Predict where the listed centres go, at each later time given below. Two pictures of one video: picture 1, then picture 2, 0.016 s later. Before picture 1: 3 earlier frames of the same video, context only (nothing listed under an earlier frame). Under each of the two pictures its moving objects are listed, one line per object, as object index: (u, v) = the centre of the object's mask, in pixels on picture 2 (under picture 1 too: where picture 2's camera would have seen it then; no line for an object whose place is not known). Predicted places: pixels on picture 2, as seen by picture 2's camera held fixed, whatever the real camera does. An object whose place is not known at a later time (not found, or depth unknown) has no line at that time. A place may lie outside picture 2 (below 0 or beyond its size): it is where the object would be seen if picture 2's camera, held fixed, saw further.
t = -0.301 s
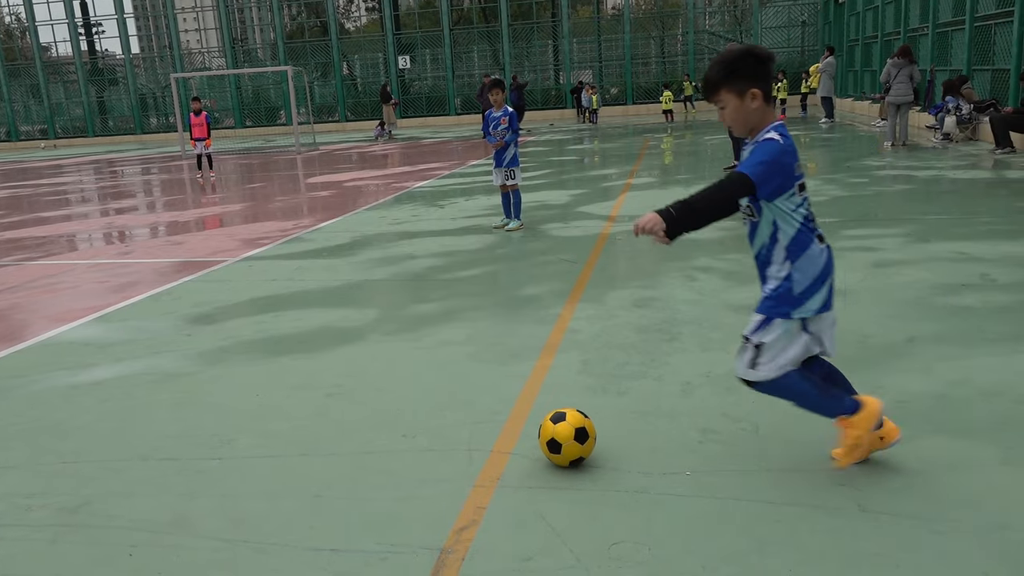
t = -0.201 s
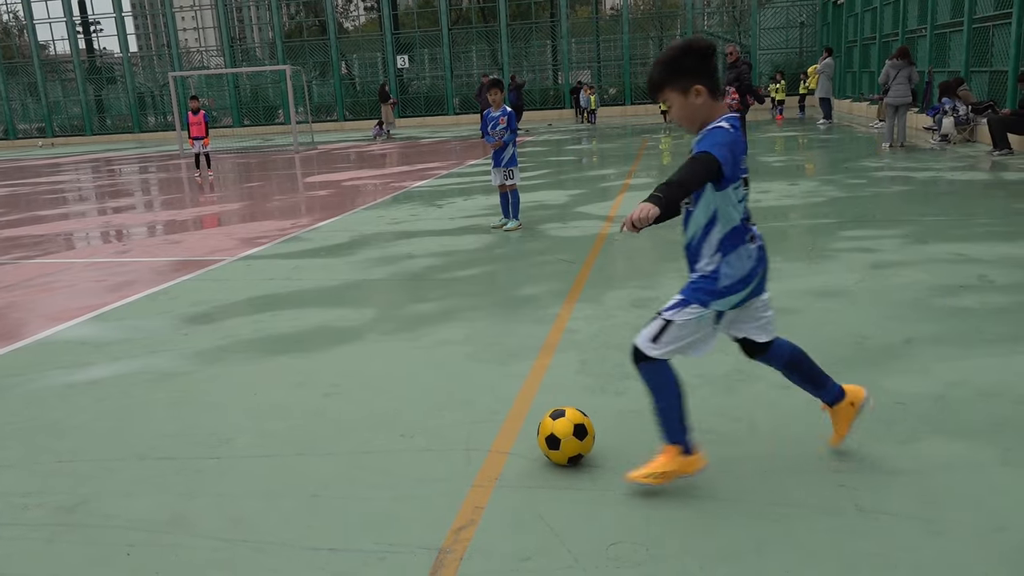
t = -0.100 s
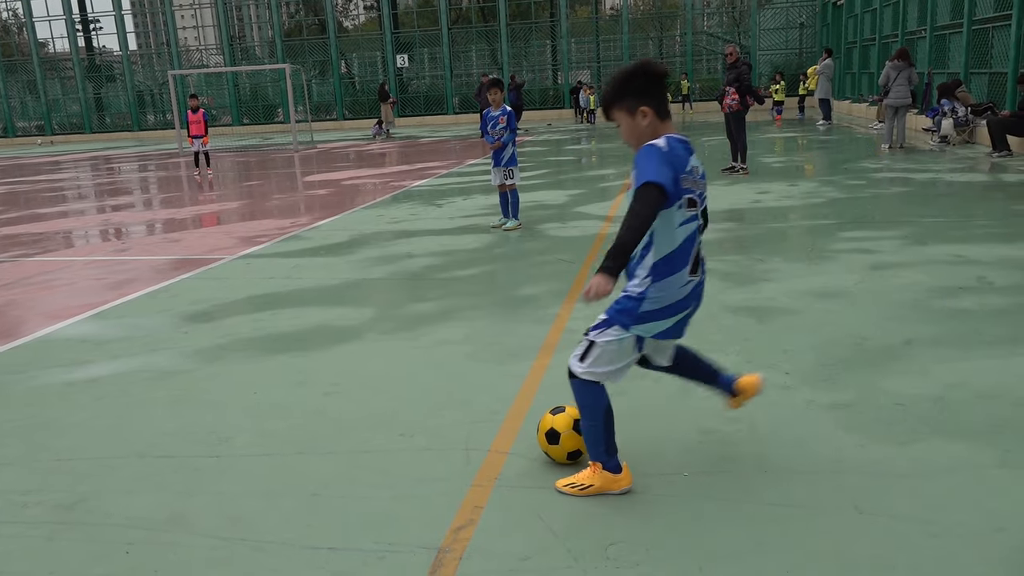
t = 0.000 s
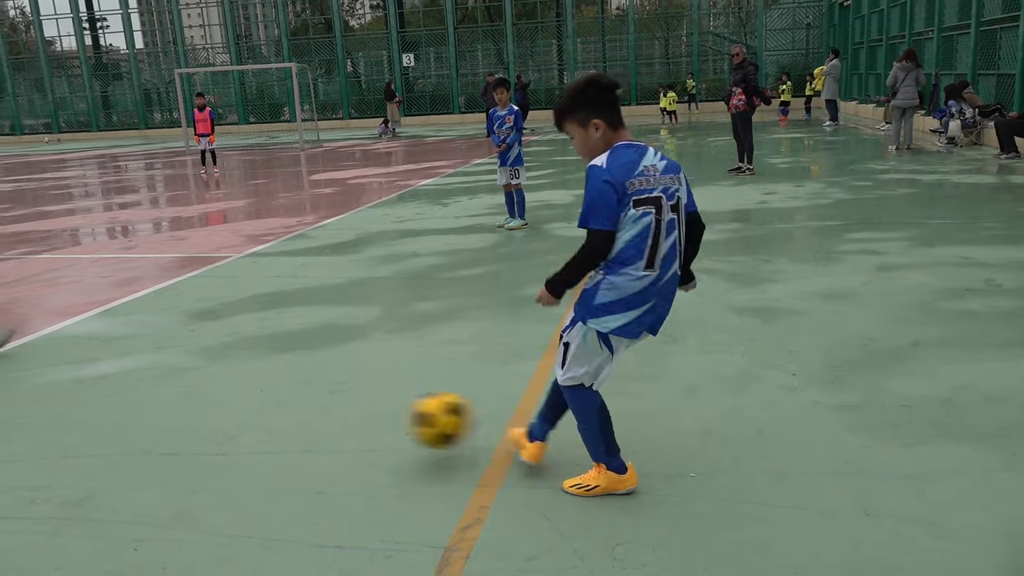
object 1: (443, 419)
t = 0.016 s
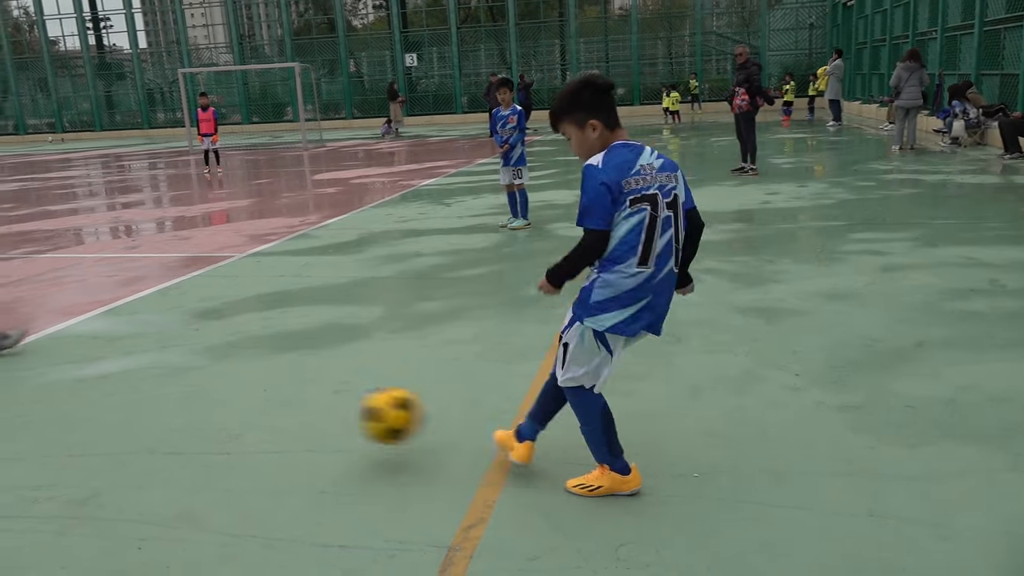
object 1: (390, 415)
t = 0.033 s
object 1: (337, 412)
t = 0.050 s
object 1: (284, 410)
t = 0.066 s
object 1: (230, 408)
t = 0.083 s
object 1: (177, 406)
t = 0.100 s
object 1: (124, 406)
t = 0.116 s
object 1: (72, 406)
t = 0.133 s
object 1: (19, 407)
